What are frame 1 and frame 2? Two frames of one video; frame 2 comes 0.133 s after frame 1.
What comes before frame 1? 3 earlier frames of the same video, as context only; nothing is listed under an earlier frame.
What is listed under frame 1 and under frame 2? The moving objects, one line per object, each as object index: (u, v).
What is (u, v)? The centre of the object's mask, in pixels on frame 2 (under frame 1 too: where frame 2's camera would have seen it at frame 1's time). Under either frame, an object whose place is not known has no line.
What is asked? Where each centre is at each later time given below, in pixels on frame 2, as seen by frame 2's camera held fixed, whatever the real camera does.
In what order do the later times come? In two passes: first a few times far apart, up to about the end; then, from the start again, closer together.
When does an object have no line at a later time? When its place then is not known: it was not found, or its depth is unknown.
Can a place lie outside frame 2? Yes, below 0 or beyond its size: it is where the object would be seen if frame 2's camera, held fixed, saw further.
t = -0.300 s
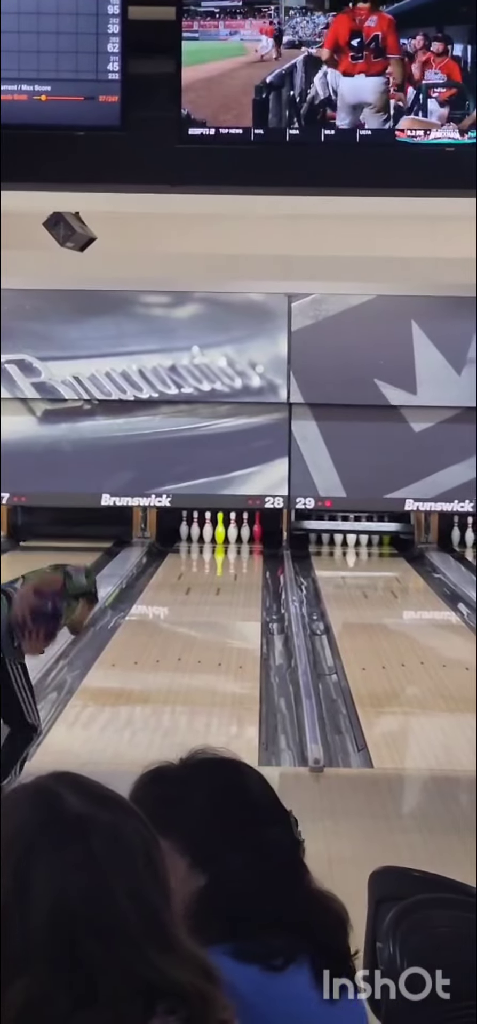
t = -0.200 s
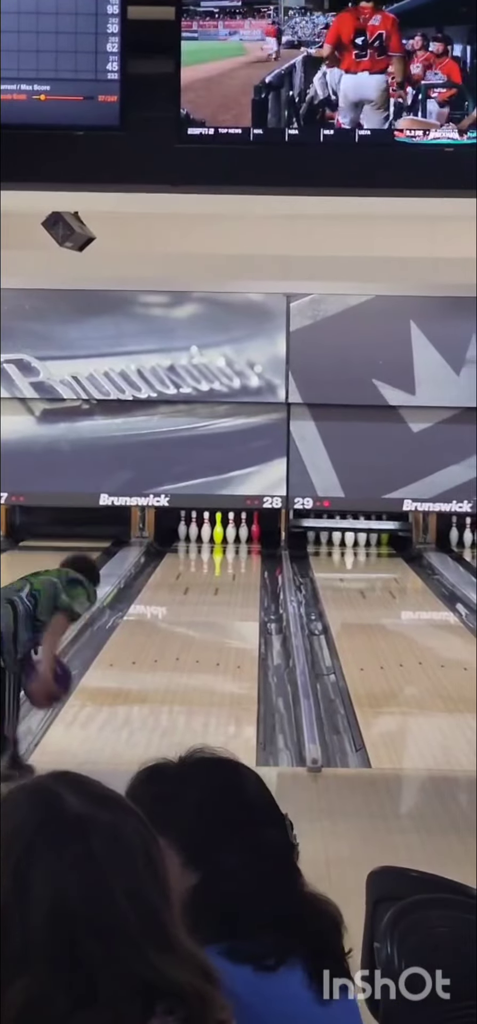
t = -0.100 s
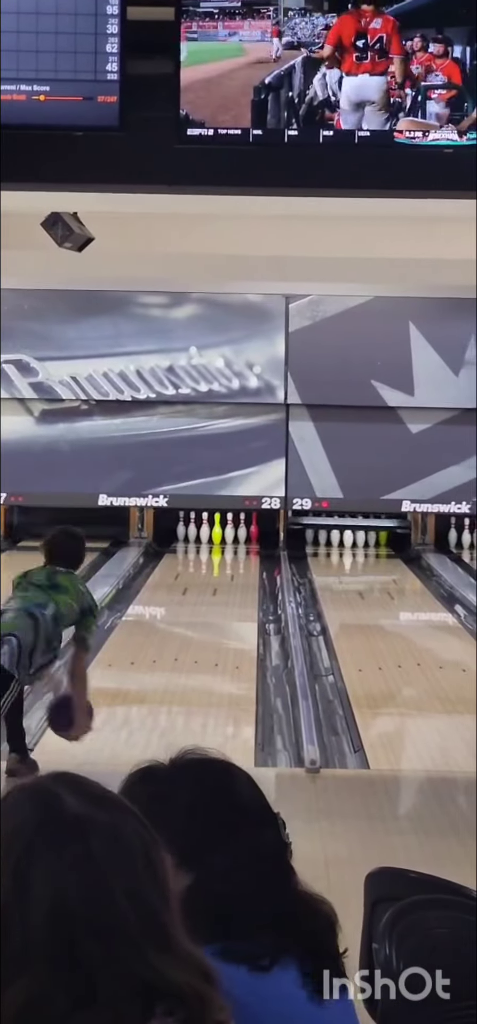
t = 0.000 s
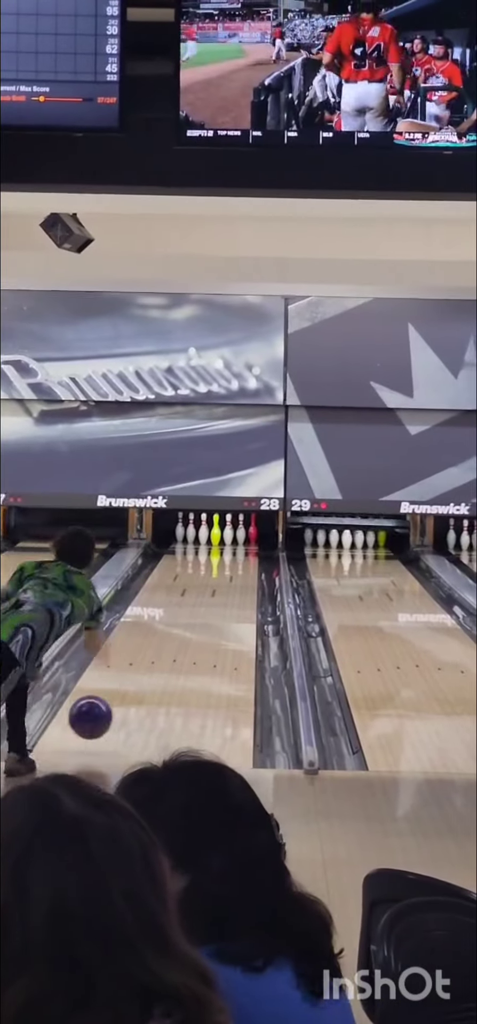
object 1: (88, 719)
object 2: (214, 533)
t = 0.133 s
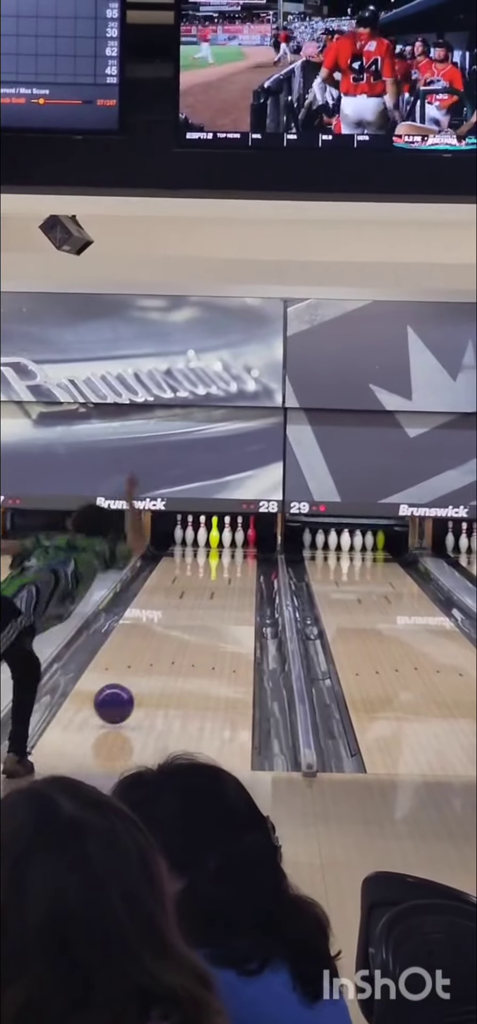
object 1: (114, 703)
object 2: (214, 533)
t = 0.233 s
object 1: (130, 689)
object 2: (214, 533)
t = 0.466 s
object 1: (161, 657)
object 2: (214, 533)
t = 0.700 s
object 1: (185, 632)
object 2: (214, 534)
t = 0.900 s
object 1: (201, 614)
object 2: (214, 534)
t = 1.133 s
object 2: (214, 534)
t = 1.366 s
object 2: (214, 534)
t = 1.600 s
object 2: (214, 538)
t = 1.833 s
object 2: (214, 534)
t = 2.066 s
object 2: (217, 544)
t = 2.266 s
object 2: (214, 538)
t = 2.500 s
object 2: (199, 534)
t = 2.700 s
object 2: (182, 541)
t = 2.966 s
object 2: (173, 537)
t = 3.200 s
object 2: (181, 535)
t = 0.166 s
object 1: (119, 699)
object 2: (214, 533)
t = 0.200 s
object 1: (125, 694)
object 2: (214, 533)
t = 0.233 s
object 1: (130, 689)
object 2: (214, 533)
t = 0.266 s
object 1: (135, 684)
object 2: (214, 533)
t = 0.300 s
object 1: (140, 679)
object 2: (214, 533)
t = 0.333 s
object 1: (145, 674)
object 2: (214, 533)
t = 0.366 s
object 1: (149, 670)
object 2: (214, 533)
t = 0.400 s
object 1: (154, 665)
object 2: (214, 533)
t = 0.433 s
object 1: (158, 661)
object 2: (214, 533)
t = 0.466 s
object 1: (161, 657)
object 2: (214, 533)
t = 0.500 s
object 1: (165, 653)
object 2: (214, 533)
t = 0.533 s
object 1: (169, 649)
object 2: (214, 534)
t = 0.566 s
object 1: (173, 645)
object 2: (214, 533)
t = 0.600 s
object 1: (176, 641)
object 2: (214, 533)
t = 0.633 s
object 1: (179, 638)
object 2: (214, 533)
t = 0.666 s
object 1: (182, 635)
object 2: (214, 534)
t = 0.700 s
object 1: (185, 632)
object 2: (214, 534)
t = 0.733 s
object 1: (188, 628)
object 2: (214, 534)
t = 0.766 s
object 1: (191, 625)
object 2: (214, 533)
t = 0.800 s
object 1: (194, 622)
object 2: (214, 533)
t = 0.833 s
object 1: (196, 620)
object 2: (214, 534)
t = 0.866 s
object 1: (199, 617)
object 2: (214, 533)
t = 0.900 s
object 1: (201, 614)
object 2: (214, 534)
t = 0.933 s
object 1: (204, 611)
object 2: (214, 533)
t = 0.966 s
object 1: (206, 608)
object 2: (214, 534)
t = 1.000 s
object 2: (214, 534)
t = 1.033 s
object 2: (214, 534)
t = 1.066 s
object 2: (214, 534)
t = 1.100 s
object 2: (214, 534)
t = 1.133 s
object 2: (214, 534)
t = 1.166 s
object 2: (214, 534)
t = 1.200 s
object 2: (214, 534)
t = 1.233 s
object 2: (214, 534)
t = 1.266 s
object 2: (214, 534)
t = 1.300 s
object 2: (214, 534)
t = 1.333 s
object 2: (214, 534)
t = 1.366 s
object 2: (214, 534)
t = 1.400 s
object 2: (214, 534)
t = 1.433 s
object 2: (214, 534)
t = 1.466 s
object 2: (214, 534)
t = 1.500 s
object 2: (215, 532)
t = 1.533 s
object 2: (214, 539)
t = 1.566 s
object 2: (214, 539)
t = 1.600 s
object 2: (214, 538)
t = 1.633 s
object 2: (214, 538)
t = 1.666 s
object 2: (214, 538)
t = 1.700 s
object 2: (214, 534)
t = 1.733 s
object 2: (214, 534)
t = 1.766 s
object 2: (214, 534)
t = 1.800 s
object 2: (214, 533)
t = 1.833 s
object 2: (214, 534)
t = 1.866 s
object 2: (214, 534)
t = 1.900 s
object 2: (214, 534)
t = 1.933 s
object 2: (215, 539)
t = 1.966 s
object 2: (215, 544)
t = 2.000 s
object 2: (215, 539)
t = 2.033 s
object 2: (218, 546)
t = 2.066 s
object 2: (217, 544)
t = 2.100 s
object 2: (217, 543)
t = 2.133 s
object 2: (215, 540)
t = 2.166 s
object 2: (215, 539)
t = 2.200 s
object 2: (216, 540)
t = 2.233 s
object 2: (214, 538)
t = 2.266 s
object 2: (214, 538)
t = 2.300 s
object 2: (214, 537)
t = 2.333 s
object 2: (213, 538)
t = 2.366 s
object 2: (211, 537)
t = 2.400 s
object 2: (208, 539)
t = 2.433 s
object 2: (207, 536)
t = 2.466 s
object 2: (202, 534)
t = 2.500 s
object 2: (199, 534)
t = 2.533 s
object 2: (195, 535)
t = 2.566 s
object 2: (191, 536)
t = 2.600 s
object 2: (187, 537)
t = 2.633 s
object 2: (185, 539)
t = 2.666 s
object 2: (183, 540)
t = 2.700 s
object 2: (182, 541)
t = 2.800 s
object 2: (167, 535)
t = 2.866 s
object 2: (176, 536)
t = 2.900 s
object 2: (173, 536)
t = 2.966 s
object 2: (173, 537)
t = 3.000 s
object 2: (180, 536)
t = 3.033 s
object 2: (180, 535)
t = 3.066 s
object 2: (180, 534)
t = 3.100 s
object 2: (180, 533)
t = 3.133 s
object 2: (180, 534)
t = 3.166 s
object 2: (181, 534)
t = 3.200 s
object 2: (181, 535)
